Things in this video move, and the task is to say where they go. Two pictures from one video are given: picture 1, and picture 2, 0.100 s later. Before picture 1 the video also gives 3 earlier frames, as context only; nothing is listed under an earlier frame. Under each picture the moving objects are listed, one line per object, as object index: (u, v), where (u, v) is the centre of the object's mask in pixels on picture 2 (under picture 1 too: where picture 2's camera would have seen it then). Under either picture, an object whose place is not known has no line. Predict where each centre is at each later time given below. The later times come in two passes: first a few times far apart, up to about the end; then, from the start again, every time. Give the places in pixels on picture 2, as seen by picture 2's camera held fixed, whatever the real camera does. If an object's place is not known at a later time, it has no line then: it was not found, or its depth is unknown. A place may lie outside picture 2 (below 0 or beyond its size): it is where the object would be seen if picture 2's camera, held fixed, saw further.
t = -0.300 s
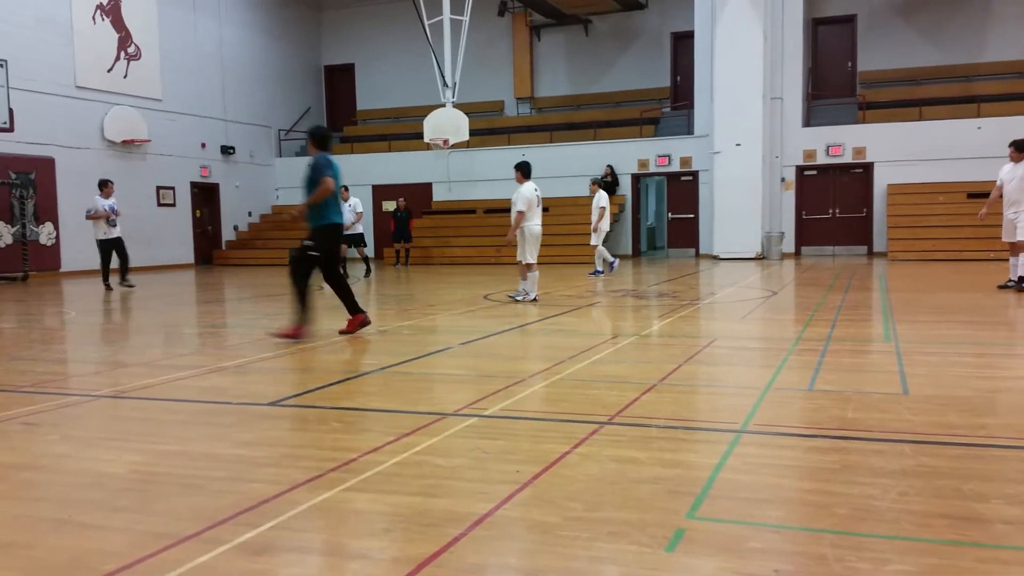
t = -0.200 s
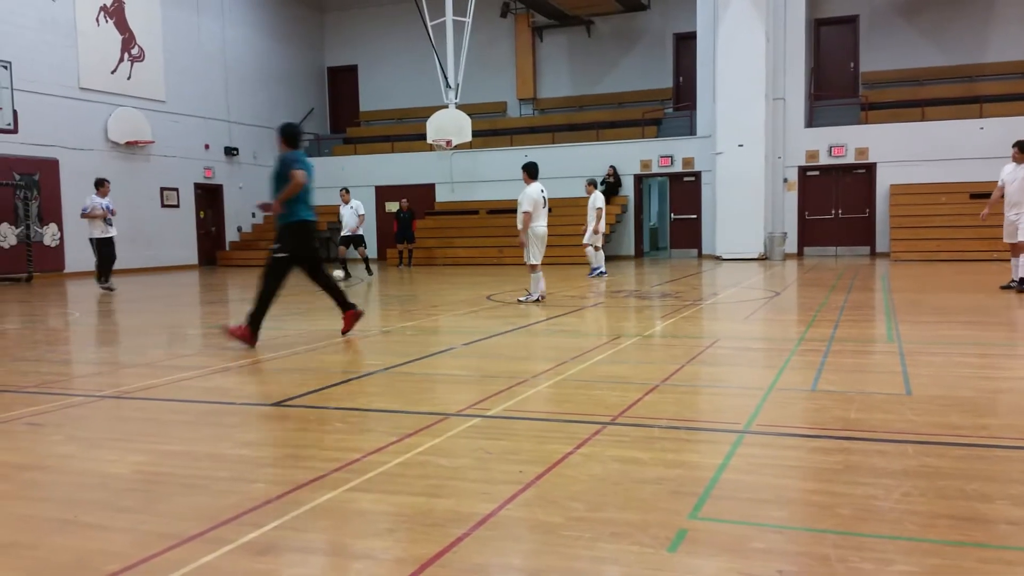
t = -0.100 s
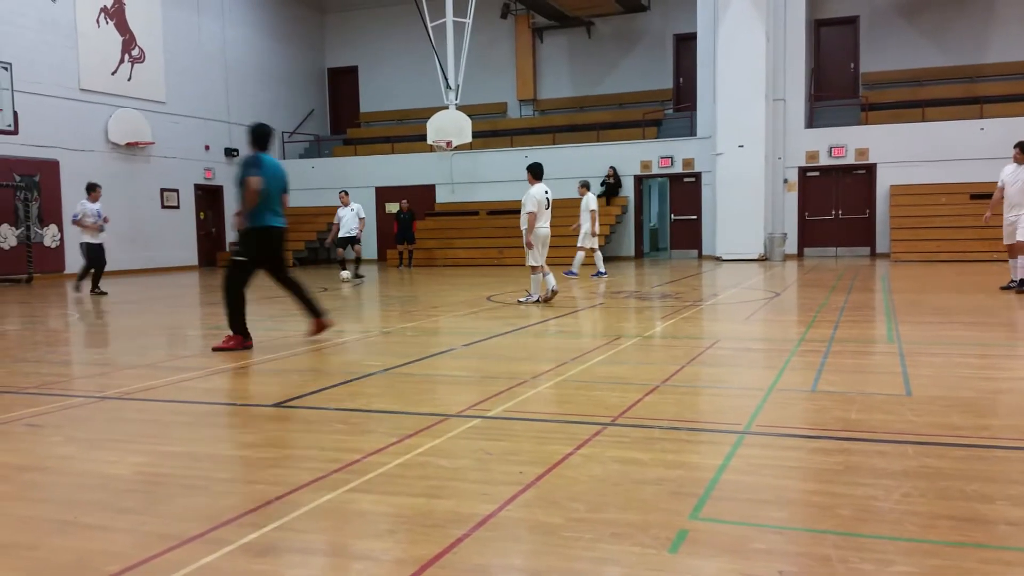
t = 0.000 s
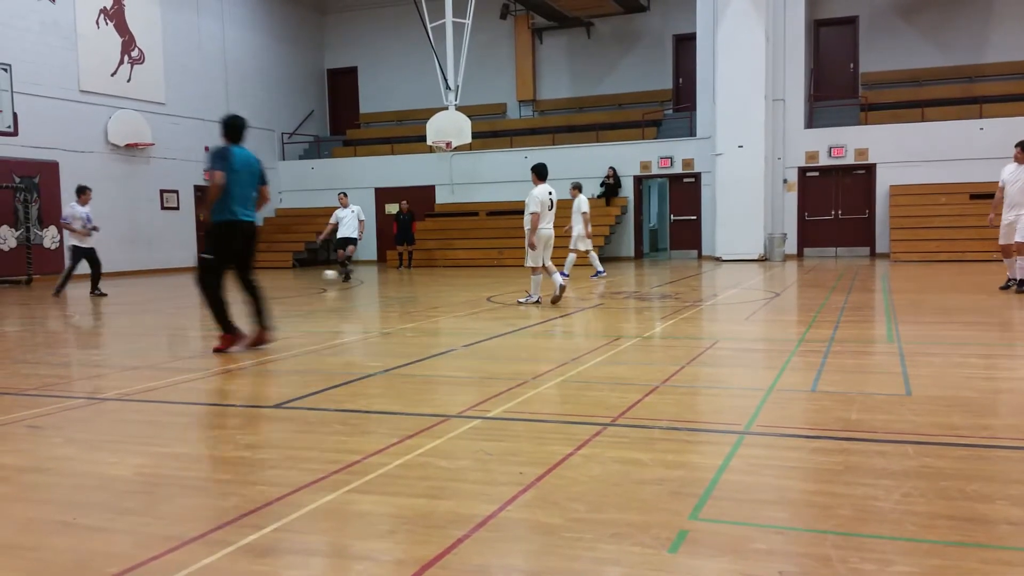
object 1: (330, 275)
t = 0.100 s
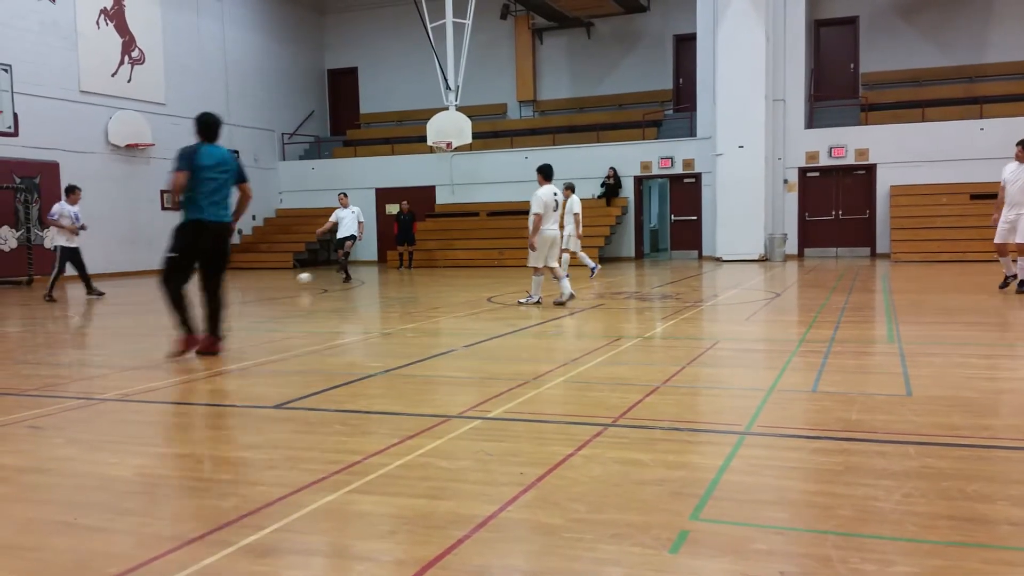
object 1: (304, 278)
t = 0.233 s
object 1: (267, 283)
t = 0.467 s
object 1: (197, 293)
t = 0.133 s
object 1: (295, 280)
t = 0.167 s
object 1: (286, 283)
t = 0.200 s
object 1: (276, 284)
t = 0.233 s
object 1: (267, 283)
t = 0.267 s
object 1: (257, 284)
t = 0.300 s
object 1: (247, 286)
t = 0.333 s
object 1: (238, 288)
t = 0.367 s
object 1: (228, 289)
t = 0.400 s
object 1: (217, 291)
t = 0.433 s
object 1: (207, 293)
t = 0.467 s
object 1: (197, 293)
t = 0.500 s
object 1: (187, 293)
